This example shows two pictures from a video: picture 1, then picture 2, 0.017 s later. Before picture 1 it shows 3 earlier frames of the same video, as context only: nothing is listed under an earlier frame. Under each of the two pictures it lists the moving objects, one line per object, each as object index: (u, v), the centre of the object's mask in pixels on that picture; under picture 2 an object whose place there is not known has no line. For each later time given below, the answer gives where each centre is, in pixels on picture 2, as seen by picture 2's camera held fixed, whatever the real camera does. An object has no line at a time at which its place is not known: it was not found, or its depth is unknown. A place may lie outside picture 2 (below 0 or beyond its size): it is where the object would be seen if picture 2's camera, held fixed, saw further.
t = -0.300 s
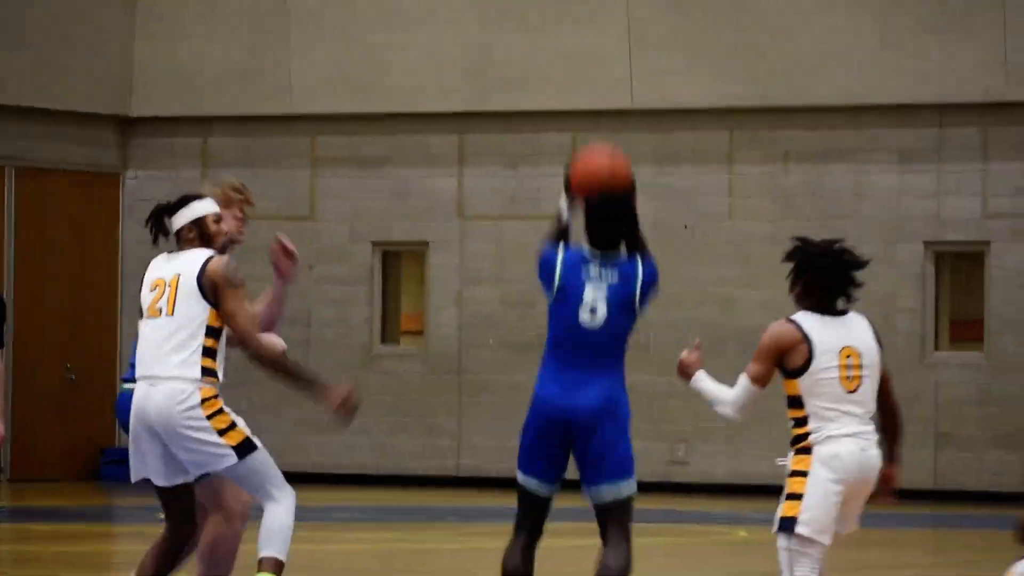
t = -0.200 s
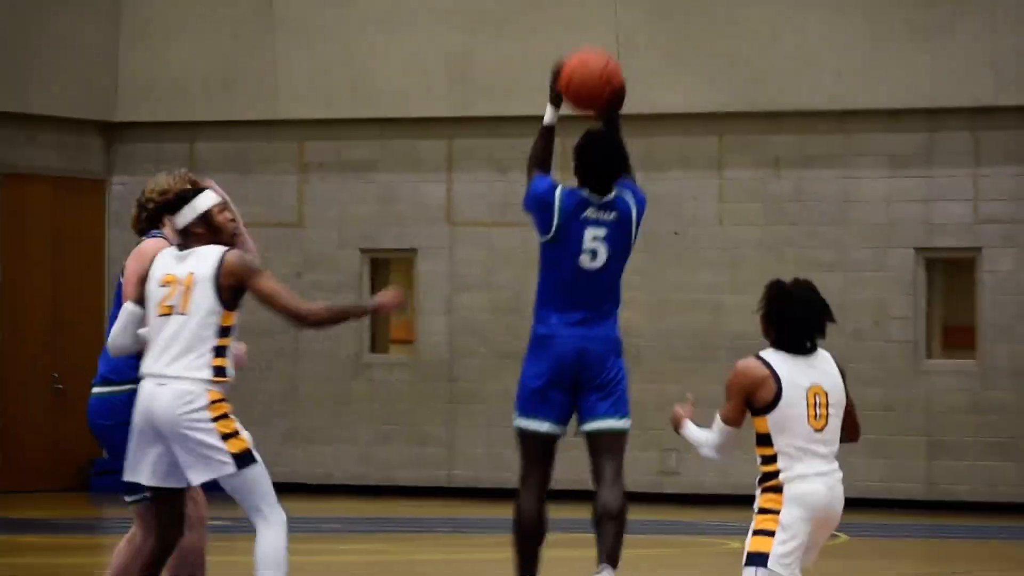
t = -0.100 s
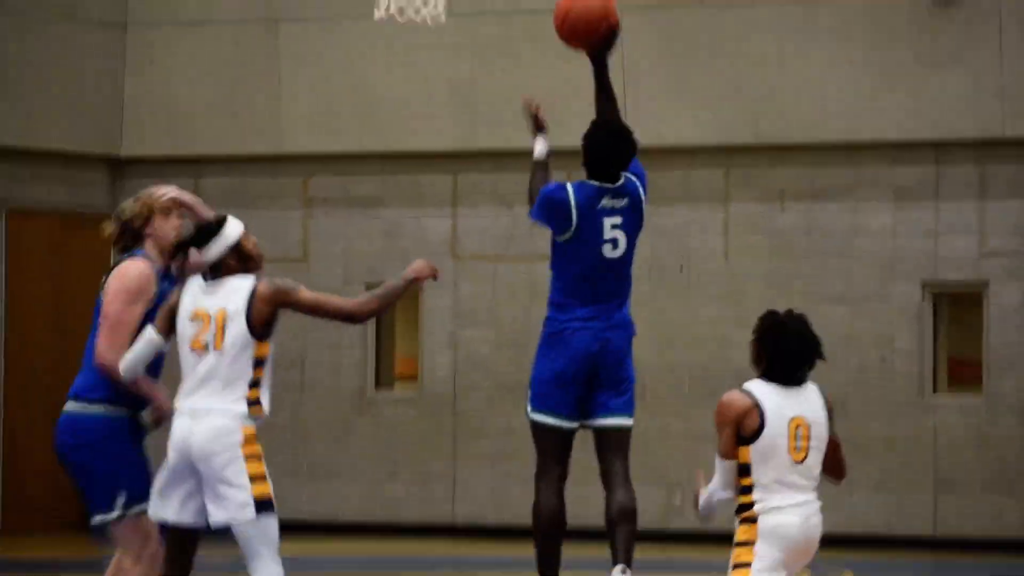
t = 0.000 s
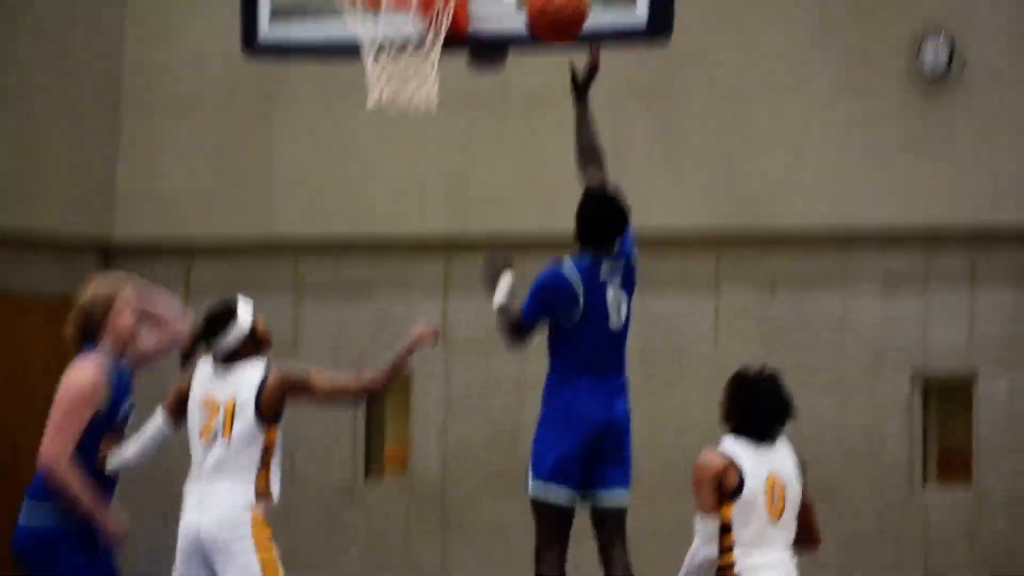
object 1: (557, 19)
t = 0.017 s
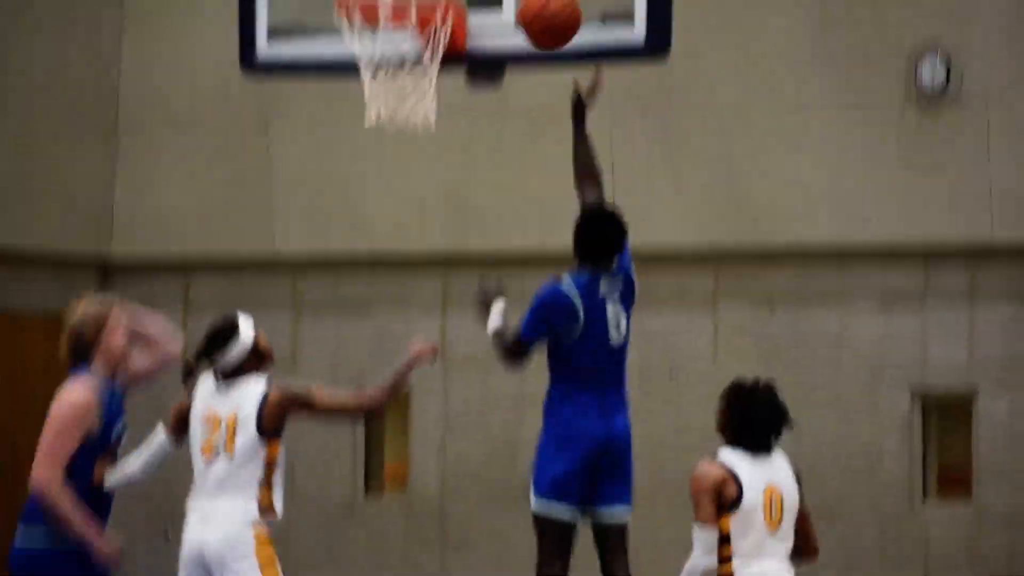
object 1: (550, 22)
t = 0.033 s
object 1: (546, 5)
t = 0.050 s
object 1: (543, -11)
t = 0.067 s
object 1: (541, -24)
